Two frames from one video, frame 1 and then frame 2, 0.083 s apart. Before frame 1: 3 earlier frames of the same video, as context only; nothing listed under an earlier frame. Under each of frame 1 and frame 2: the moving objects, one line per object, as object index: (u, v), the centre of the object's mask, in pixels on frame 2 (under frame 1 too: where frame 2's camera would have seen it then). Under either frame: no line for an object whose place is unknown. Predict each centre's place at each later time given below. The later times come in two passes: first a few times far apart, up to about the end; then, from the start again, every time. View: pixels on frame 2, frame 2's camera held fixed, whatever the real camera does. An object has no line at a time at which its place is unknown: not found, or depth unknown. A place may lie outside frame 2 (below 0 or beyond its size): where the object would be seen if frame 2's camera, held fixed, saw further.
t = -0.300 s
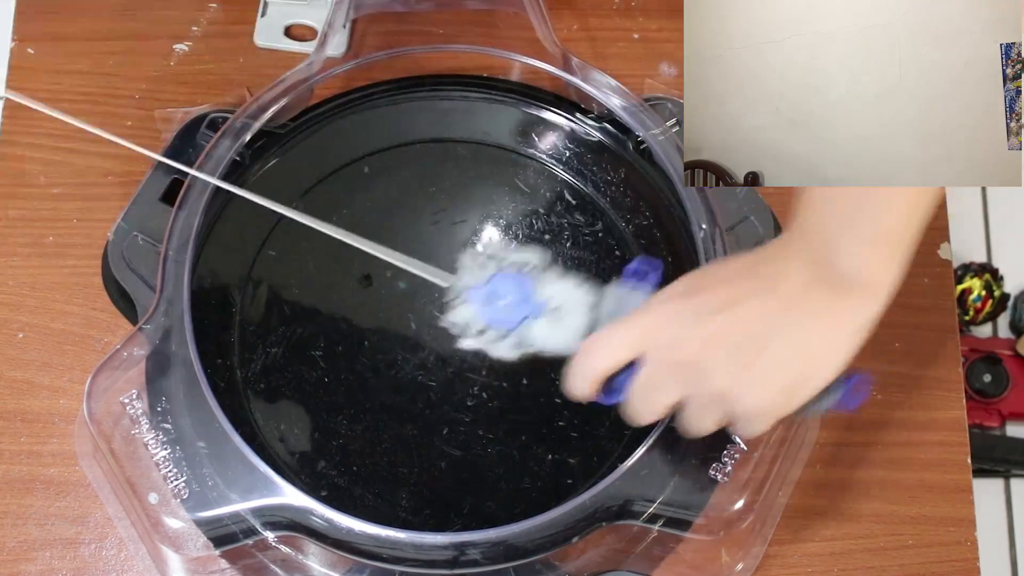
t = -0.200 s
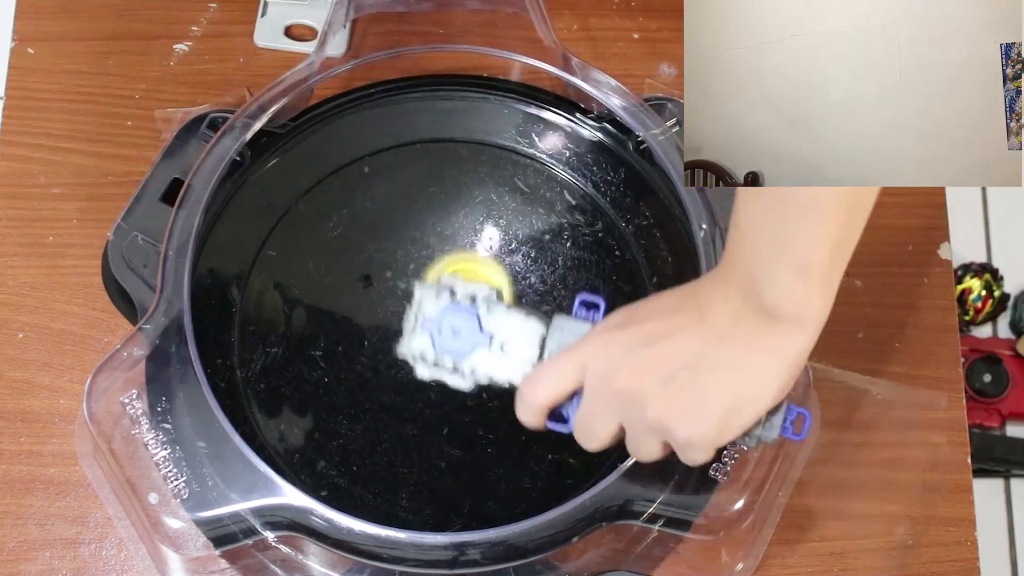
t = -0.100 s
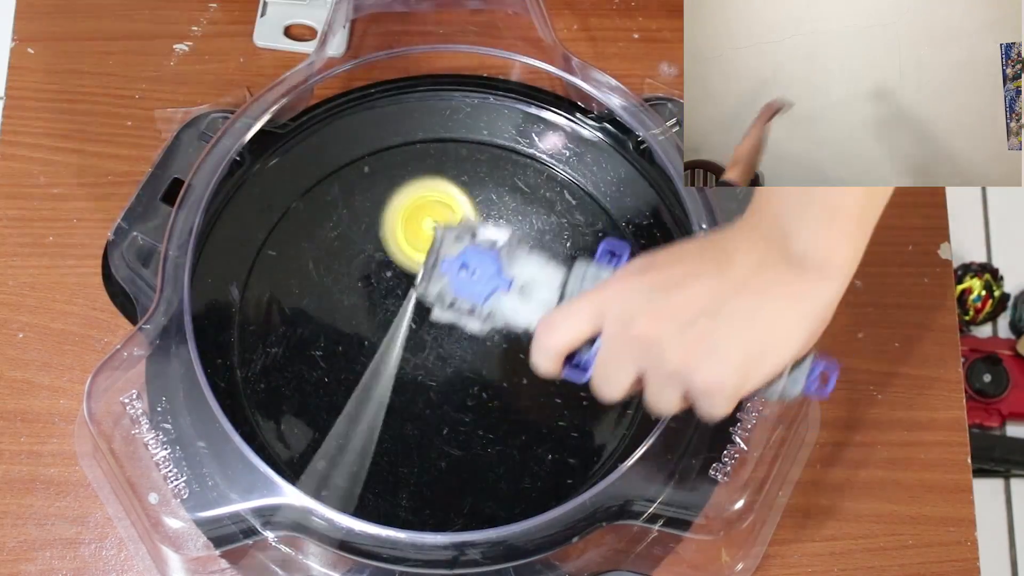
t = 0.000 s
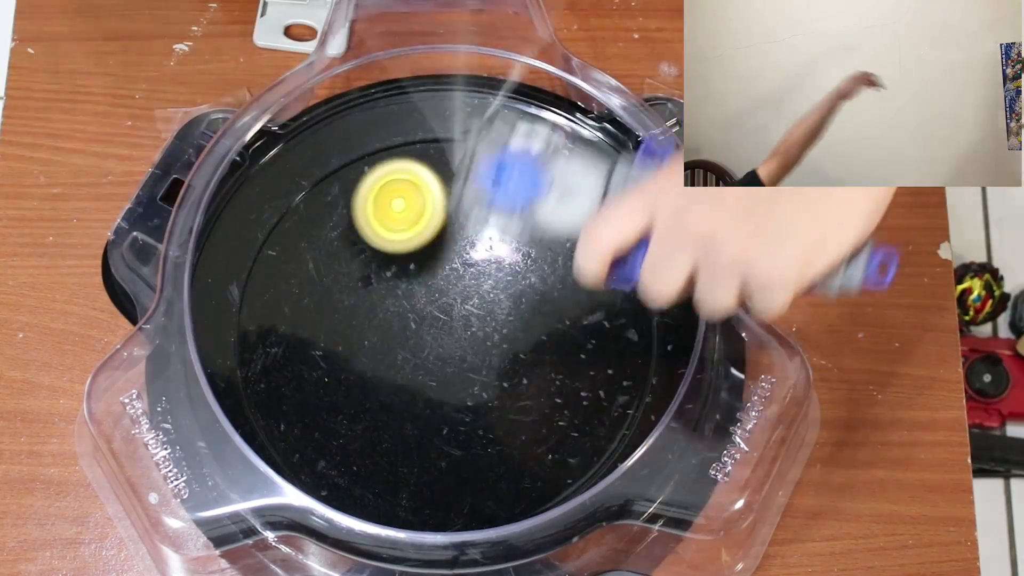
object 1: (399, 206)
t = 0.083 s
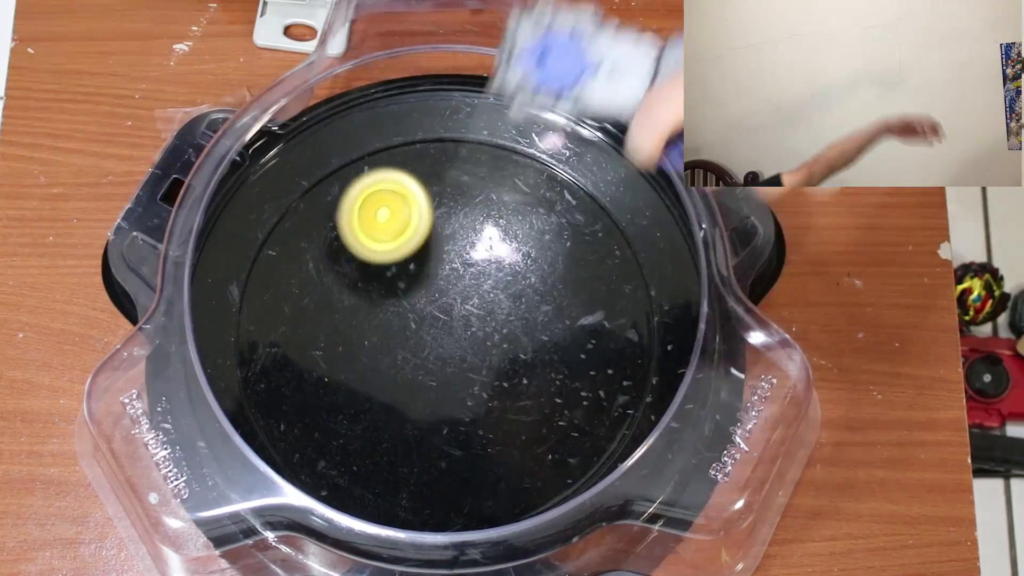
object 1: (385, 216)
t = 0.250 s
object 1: (392, 319)
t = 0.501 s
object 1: (496, 440)
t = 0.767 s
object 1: (576, 365)
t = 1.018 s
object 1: (490, 303)
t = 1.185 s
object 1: (362, 362)
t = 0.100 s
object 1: (382, 222)
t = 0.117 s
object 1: (381, 230)
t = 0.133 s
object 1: (379, 239)
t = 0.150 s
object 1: (377, 250)
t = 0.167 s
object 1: (378, 259)
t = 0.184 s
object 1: (381, 268)
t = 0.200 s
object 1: (383, 278)
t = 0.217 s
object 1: (386, 290)
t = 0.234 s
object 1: (389, 304)
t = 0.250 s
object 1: (392, 319)
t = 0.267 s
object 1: (395, 333)
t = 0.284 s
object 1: (400, 343)
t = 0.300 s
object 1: (406, 352)
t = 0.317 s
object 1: (412, 364)
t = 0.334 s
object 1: (418, 377)
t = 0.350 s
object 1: (424, 389)
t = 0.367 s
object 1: (431, 395)
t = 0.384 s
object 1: (439, 402)
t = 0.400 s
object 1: (447, 411)
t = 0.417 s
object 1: (455, 420)
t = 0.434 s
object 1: (463, 426)
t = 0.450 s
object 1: (472, 428)
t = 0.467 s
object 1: (480, 431)
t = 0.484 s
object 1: (488, 435)
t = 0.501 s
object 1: (496, 440)
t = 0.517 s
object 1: (504, 439)
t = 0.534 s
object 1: (512, 438)
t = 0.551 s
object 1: (520, 437)
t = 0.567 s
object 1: (527, 437)
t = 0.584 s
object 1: (533, 434)
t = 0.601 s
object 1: (539, 428)
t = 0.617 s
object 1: (545, 424)
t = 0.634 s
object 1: (551, 421)
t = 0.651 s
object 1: (556, 416)
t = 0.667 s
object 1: (561, 407)
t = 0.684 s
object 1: (565, 400)
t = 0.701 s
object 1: (568, 395)
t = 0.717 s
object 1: (571, 389)
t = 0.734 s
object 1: (573, 380)
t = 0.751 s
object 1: (575, 372)
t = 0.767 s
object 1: (576, 365)
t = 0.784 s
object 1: (577, 357)
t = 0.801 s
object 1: (578, 349)
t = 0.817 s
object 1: (577, 341)
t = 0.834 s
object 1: (576, 333)
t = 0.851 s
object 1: (574, 326)
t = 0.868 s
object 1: (571, 320)
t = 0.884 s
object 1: (567, 314)
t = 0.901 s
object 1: (562, 310)
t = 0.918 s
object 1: (555, 305)
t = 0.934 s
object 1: (547, 302)
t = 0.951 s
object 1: (538, 301)
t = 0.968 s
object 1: (527, 300)
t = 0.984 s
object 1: (515, 300)
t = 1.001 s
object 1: (503, 301)
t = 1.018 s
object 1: (490, 303)
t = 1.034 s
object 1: (476, 306)
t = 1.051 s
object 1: (462, 310)
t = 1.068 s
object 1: (448, 314)
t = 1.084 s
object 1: (435, 320)
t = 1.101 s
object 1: (421, 325)
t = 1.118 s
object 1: (408, 332)
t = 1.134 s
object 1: (395, 339)
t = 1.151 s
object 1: (383, 347)
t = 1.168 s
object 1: (373, 354)
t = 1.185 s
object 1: (362, 362)
